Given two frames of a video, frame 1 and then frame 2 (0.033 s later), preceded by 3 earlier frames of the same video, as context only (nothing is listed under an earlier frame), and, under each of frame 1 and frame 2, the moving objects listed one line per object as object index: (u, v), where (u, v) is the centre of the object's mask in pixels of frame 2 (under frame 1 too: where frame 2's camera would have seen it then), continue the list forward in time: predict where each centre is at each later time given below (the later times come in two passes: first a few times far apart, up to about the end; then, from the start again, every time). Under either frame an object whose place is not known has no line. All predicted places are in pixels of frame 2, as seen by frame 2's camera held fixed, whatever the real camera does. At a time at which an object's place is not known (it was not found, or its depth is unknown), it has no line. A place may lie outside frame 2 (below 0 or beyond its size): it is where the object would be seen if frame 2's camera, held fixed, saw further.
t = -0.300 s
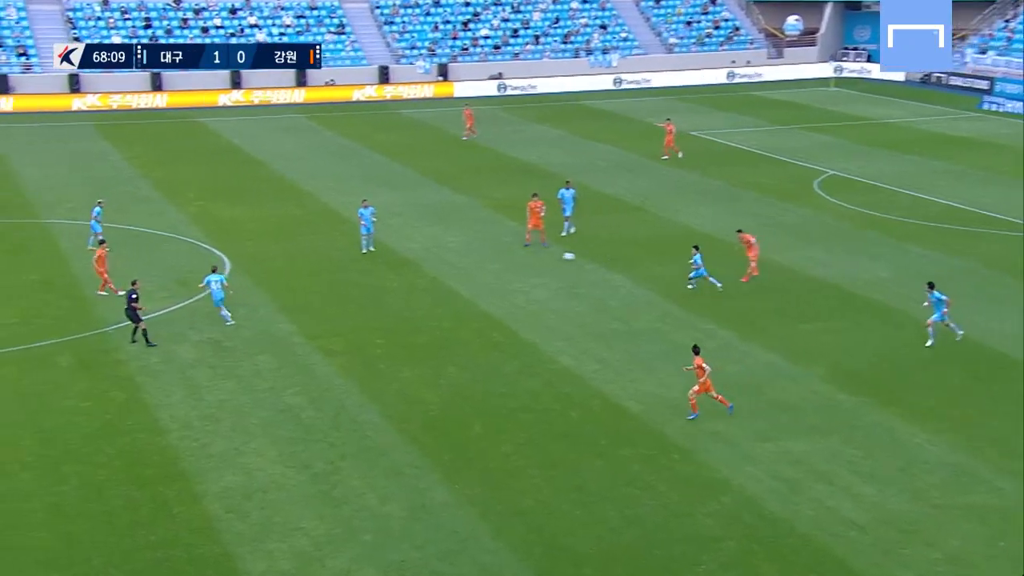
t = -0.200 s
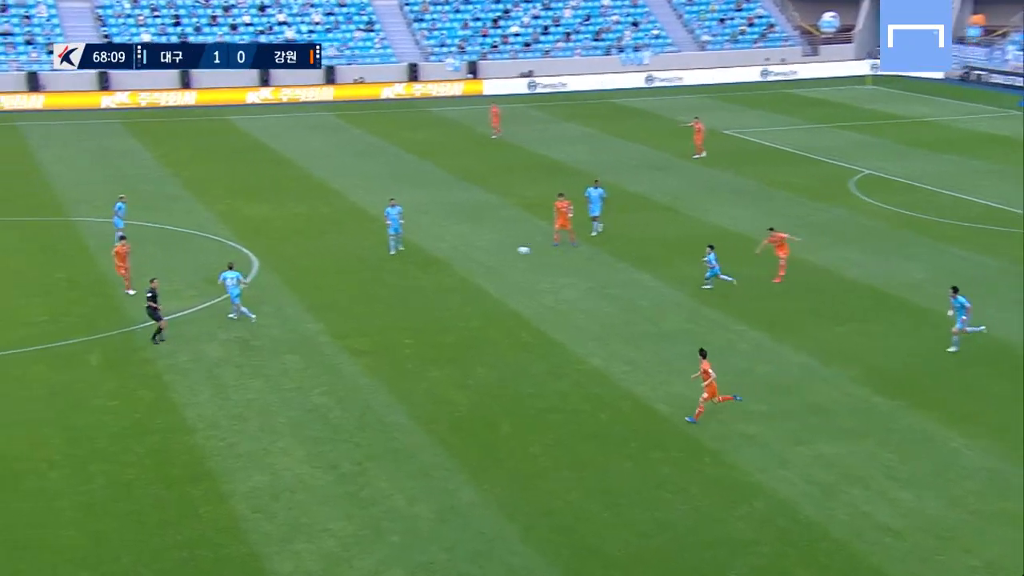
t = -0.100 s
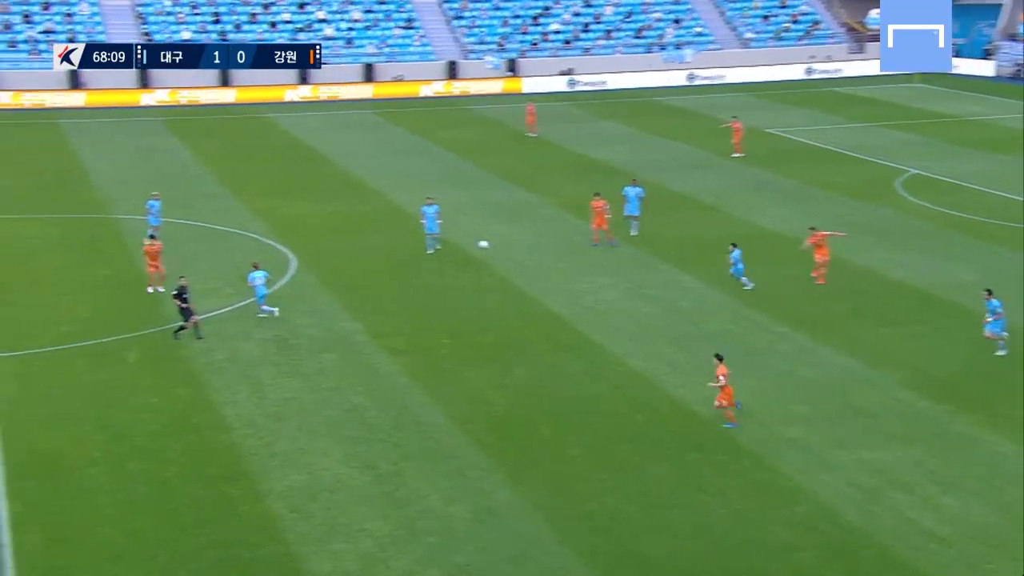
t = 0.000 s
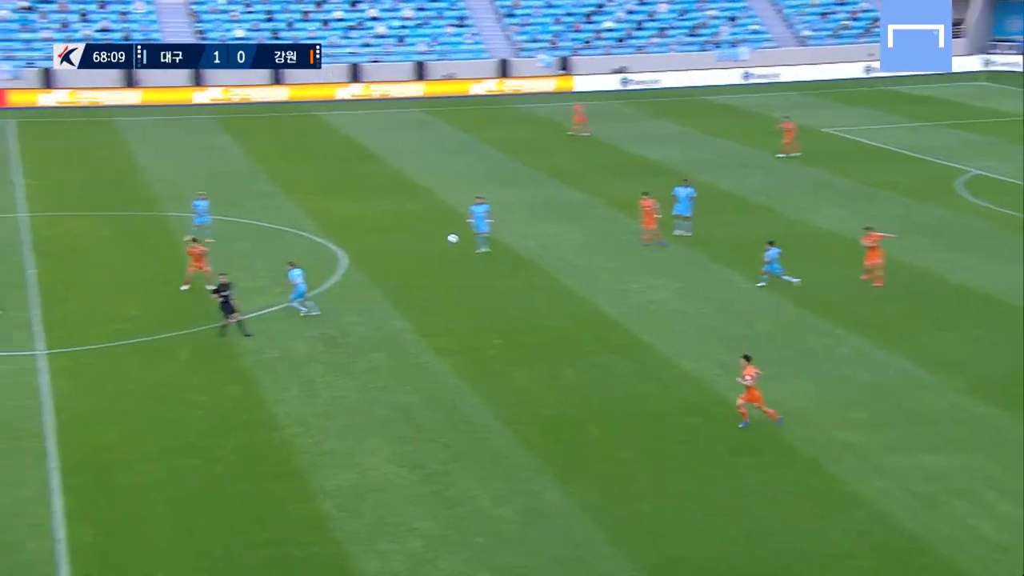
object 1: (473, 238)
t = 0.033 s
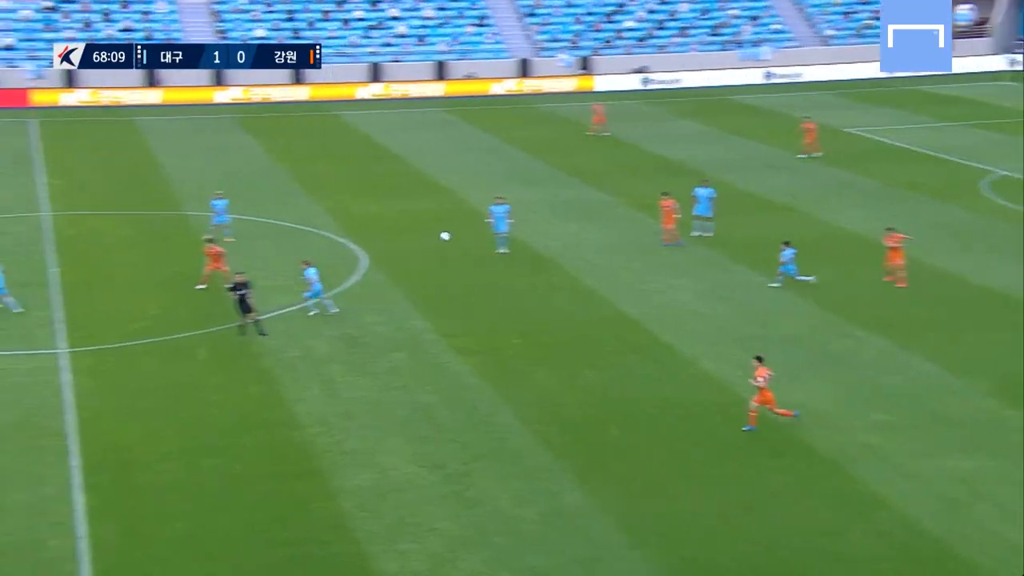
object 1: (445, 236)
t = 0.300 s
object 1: (214, 225)
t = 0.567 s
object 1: (-45, 225)
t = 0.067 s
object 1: (416, 234)
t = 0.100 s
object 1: (388, 233)
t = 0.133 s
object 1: (360, 231)
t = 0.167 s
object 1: (331, 230)
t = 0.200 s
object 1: (303, 228)
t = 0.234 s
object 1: (273, 227)
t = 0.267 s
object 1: (244, 226)
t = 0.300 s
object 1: (214, 225)
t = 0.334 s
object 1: (183, 224)
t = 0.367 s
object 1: (152, 224)
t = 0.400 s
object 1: (121, 224)
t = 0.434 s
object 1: (89, 224)
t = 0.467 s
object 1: (56, 224)
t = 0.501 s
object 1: (23, 224)
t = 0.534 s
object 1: (-11, 224)
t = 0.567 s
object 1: (-45, 225)
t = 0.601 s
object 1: (-81, 226)
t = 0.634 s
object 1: (-116, 227)
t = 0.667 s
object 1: (-153, 229)
